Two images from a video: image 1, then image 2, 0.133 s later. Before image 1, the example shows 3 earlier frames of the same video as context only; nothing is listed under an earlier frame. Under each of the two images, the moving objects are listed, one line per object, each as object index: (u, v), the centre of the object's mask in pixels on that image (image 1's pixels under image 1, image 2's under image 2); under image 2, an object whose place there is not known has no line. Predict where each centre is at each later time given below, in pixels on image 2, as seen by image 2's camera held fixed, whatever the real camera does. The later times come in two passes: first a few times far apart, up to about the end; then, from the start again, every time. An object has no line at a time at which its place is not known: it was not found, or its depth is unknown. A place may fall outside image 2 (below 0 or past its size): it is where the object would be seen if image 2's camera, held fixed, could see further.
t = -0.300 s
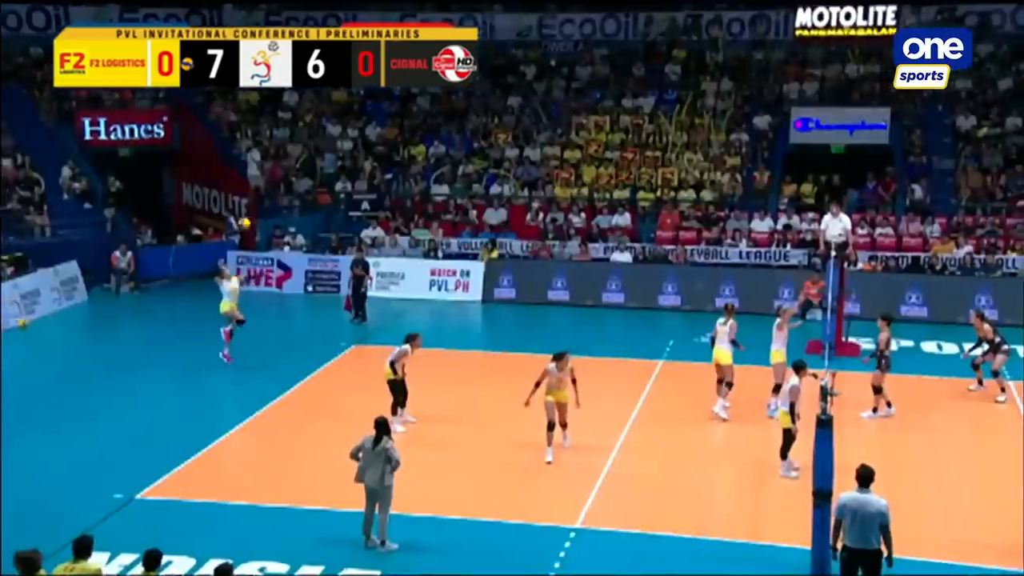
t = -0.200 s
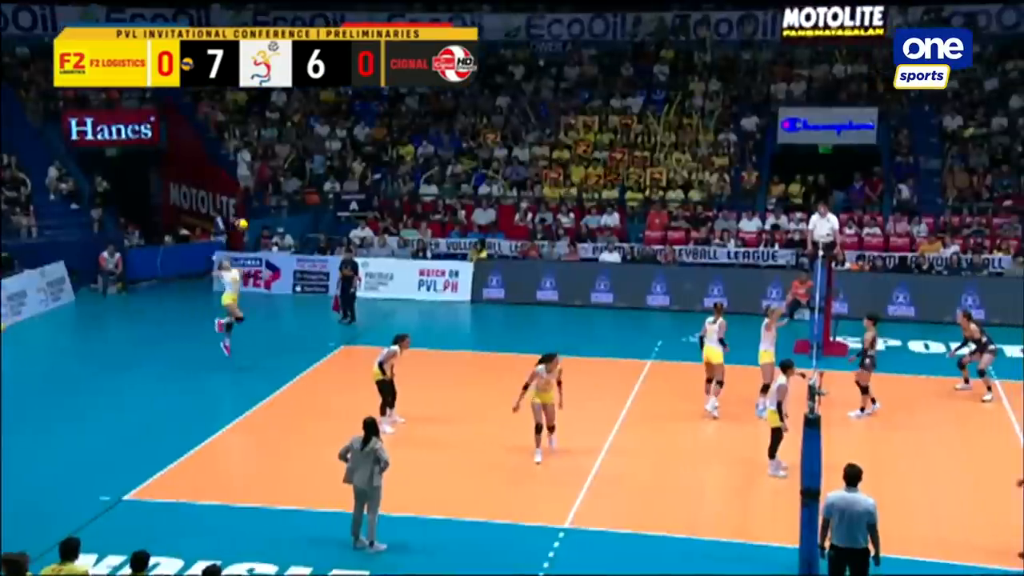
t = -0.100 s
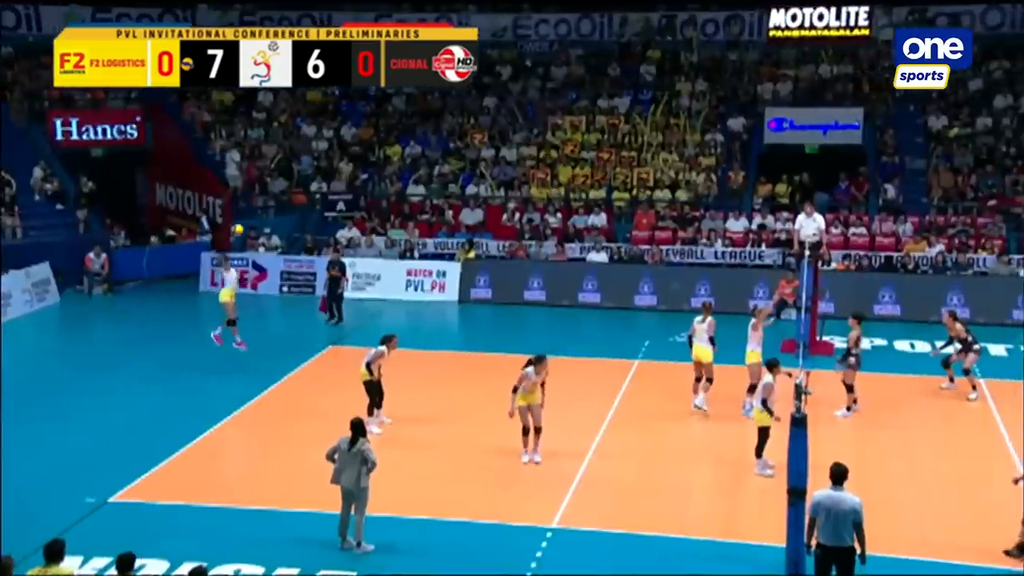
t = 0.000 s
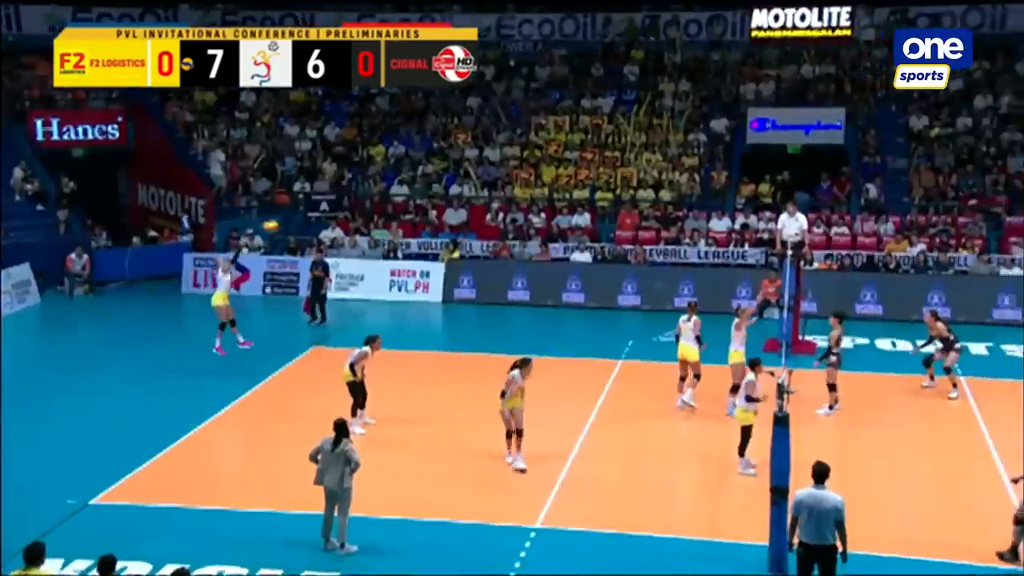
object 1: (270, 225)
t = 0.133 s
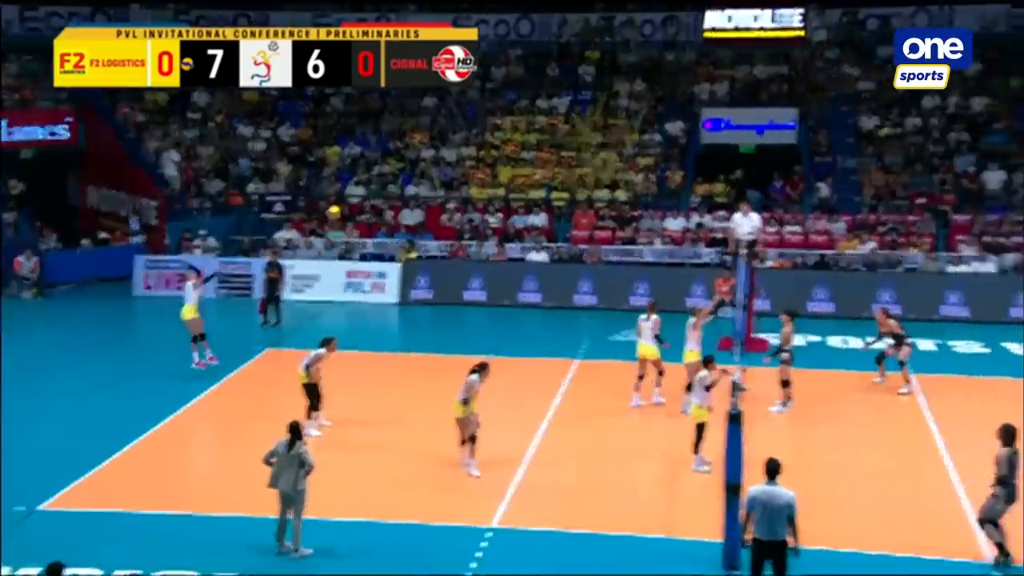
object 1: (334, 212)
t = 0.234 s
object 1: (416, 204)
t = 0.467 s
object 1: (606, 218)
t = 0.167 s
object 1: (361, 209)
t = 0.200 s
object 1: (388, 205)
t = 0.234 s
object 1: (416, 204)
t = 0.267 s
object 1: (443, 205)
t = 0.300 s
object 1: (470, 205)
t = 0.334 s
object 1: (497, 206)
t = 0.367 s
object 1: (523, 208)
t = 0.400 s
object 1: (551, 211)
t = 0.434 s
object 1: (578, 214)
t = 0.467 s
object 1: (606, 218)
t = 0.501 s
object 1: (633, 223)
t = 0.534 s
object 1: (660, 228)
